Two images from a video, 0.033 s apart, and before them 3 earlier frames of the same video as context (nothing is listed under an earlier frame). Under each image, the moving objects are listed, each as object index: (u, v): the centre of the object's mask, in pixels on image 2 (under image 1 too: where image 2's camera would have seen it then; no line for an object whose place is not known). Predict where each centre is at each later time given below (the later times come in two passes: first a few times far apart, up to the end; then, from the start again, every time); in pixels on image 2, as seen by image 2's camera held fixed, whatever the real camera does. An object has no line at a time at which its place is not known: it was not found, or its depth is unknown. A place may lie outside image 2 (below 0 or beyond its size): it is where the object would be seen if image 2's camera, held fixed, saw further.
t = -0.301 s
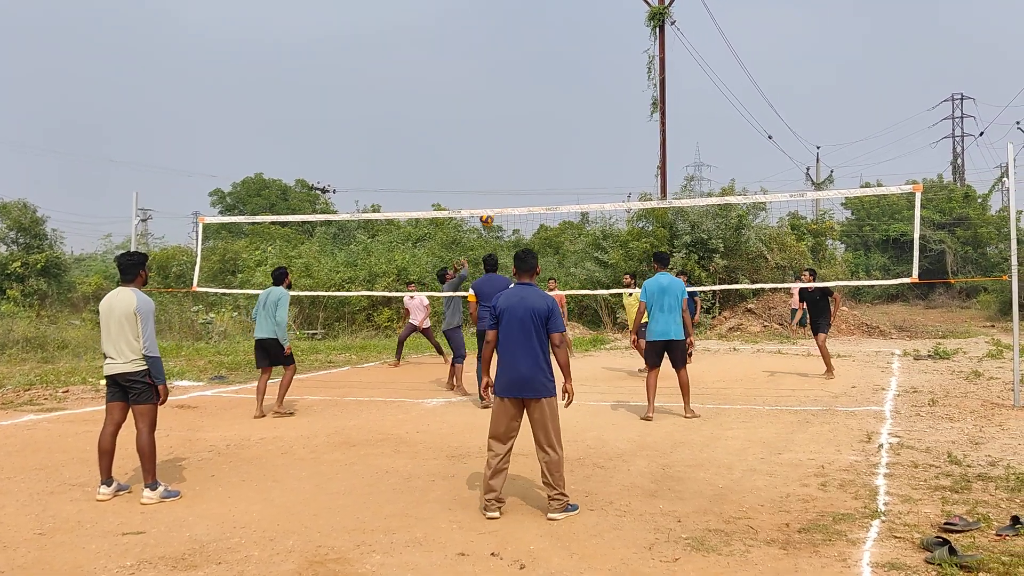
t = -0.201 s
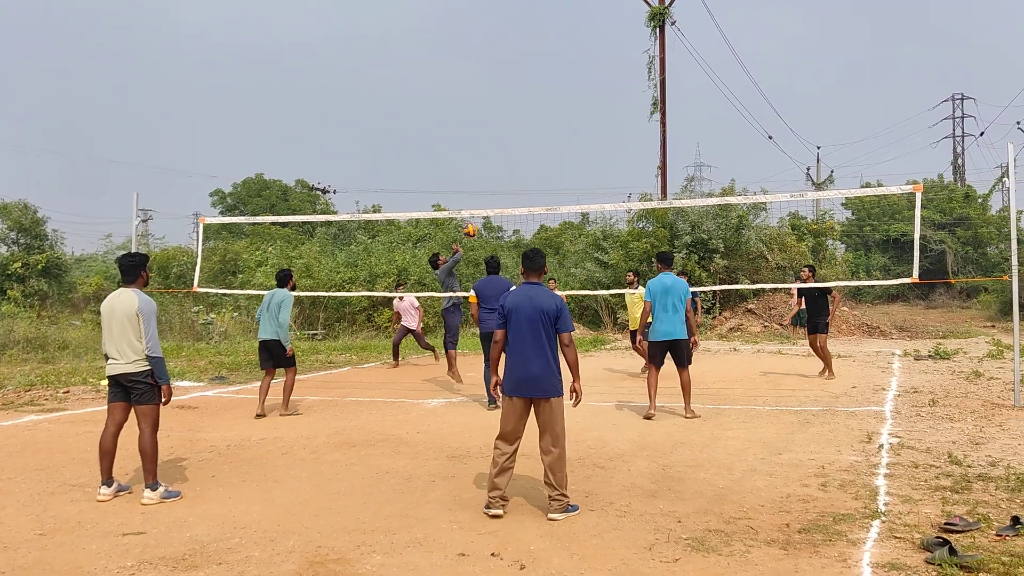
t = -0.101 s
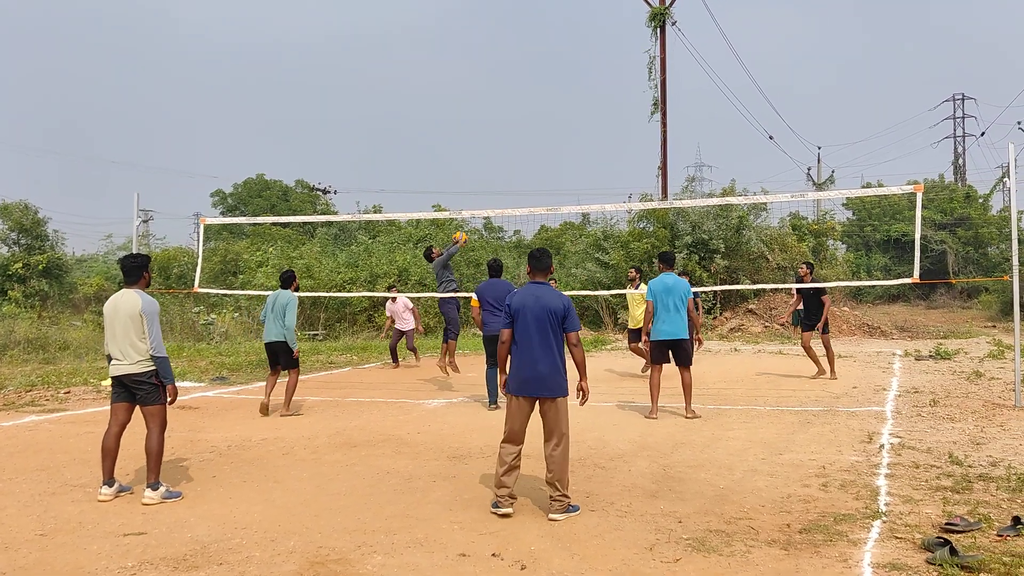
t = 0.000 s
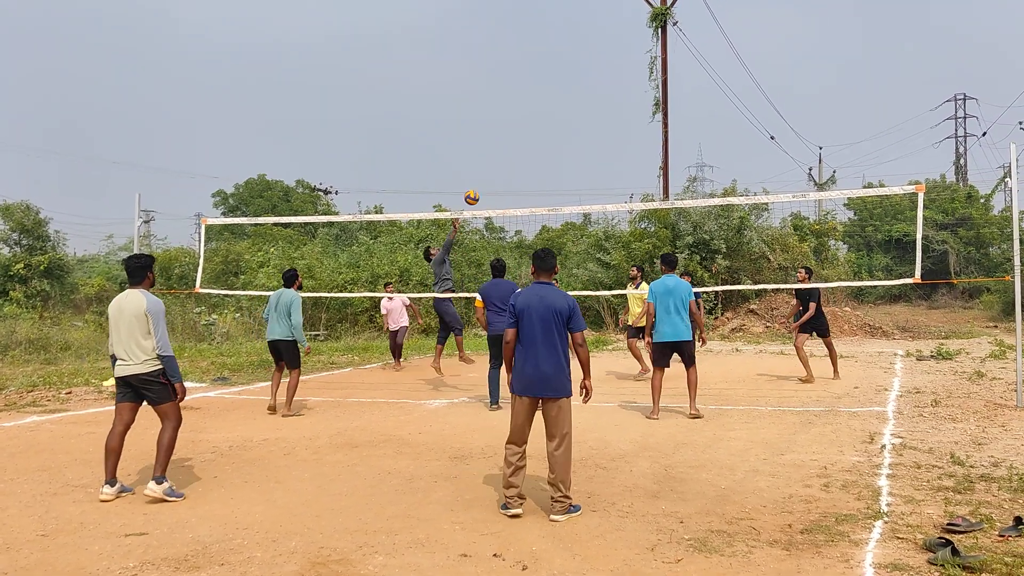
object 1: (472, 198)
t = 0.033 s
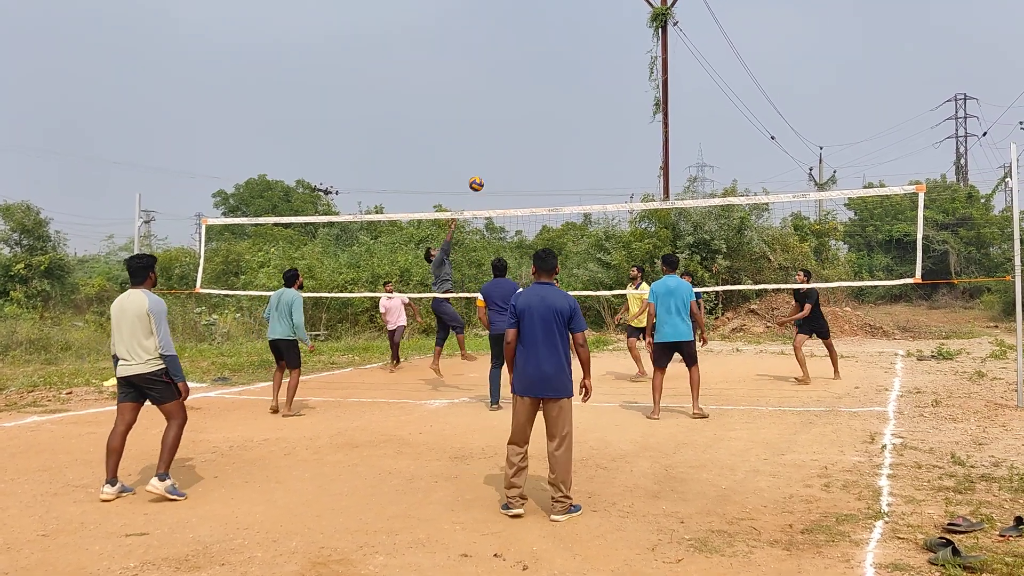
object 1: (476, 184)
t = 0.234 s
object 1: (502, 116)
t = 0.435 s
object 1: (529, 76)
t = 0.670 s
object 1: (562, 66)
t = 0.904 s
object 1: (596, 98)
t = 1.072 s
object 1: (621, 148)
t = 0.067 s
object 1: (480, 171)
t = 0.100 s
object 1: (484, 158)
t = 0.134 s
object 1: (489, 147)
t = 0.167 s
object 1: (493, 136)
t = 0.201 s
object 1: (497, 126)
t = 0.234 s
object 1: (502, 116)
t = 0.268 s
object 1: (506, 108)
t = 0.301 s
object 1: (511, 100)
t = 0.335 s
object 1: (515, 93)
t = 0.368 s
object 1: (520, 86)
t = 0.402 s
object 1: (525, 81)
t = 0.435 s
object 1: (529, 76)
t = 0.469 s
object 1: (534, 72)
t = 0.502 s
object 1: (538, 69)
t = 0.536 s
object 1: (543, 67)
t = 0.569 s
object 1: (548, 65)
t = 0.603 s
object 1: (553, 65)
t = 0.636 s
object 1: (557, 65)
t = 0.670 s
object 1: (562, 66)
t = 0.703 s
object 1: (567, 68)
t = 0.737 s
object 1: (572, 71)
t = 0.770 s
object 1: (577, 75)
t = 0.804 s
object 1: (582, 79)
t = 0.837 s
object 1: (587, 84)
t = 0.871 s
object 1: (592, 91)
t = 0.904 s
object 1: (596, 98)
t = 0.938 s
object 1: (602, 106)
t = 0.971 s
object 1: (606, 116)
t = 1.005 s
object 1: (611, 126)
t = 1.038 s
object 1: (616, 137)
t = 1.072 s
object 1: (621, 148)
